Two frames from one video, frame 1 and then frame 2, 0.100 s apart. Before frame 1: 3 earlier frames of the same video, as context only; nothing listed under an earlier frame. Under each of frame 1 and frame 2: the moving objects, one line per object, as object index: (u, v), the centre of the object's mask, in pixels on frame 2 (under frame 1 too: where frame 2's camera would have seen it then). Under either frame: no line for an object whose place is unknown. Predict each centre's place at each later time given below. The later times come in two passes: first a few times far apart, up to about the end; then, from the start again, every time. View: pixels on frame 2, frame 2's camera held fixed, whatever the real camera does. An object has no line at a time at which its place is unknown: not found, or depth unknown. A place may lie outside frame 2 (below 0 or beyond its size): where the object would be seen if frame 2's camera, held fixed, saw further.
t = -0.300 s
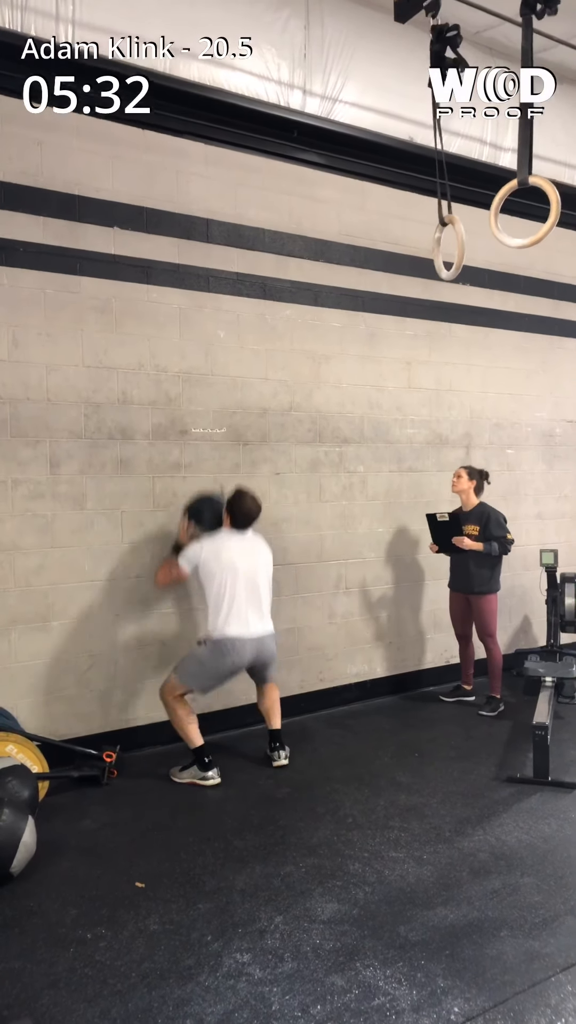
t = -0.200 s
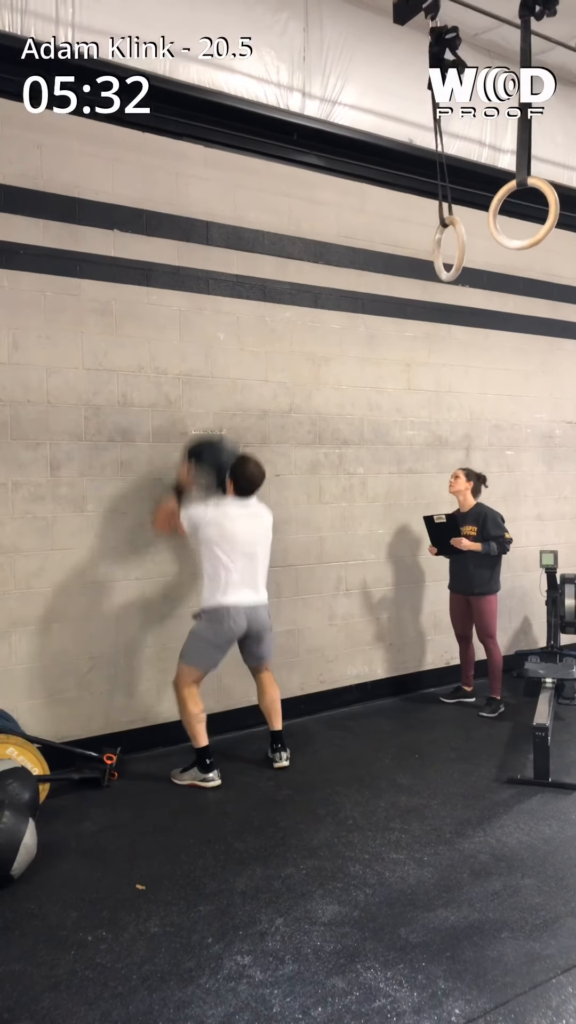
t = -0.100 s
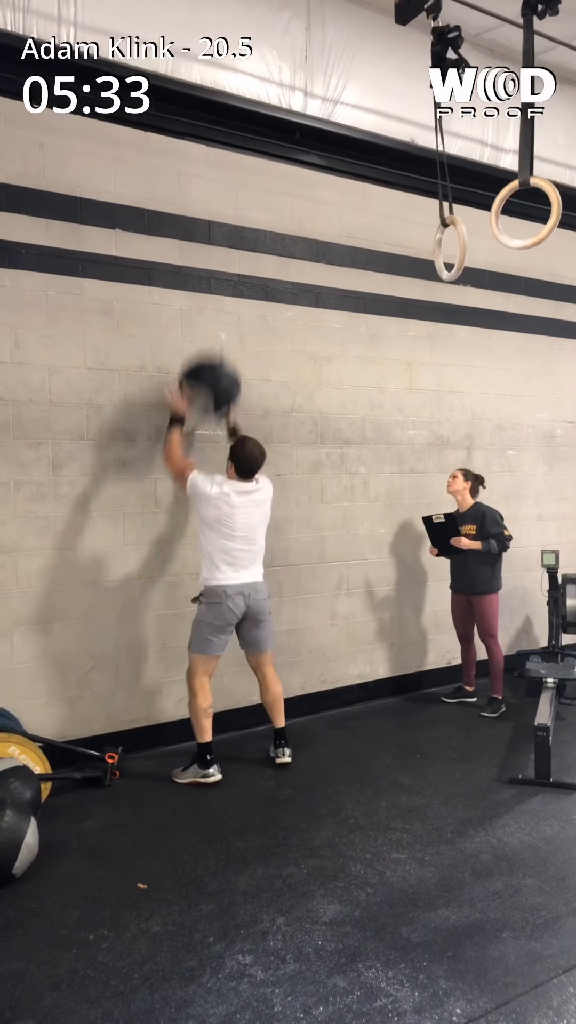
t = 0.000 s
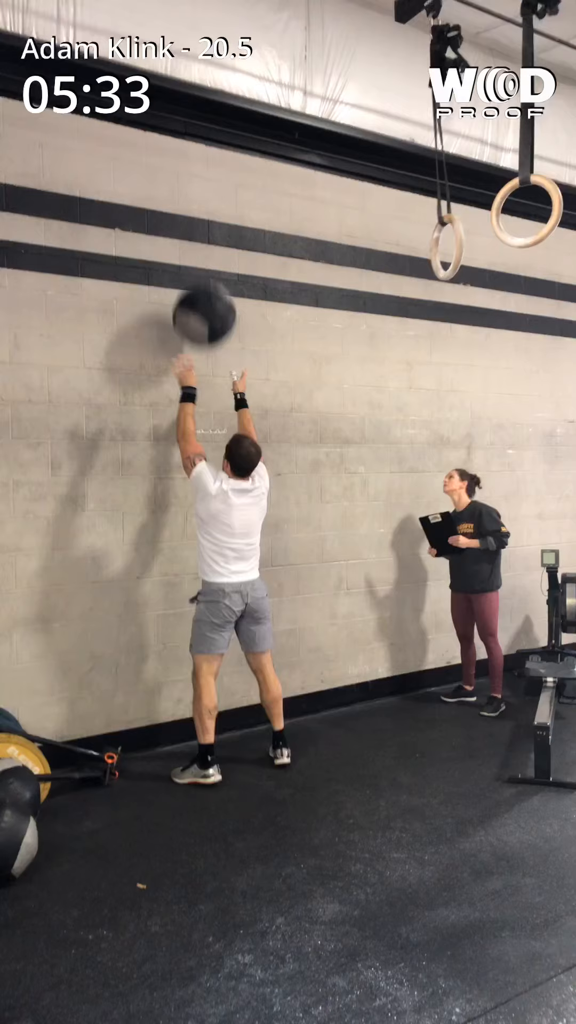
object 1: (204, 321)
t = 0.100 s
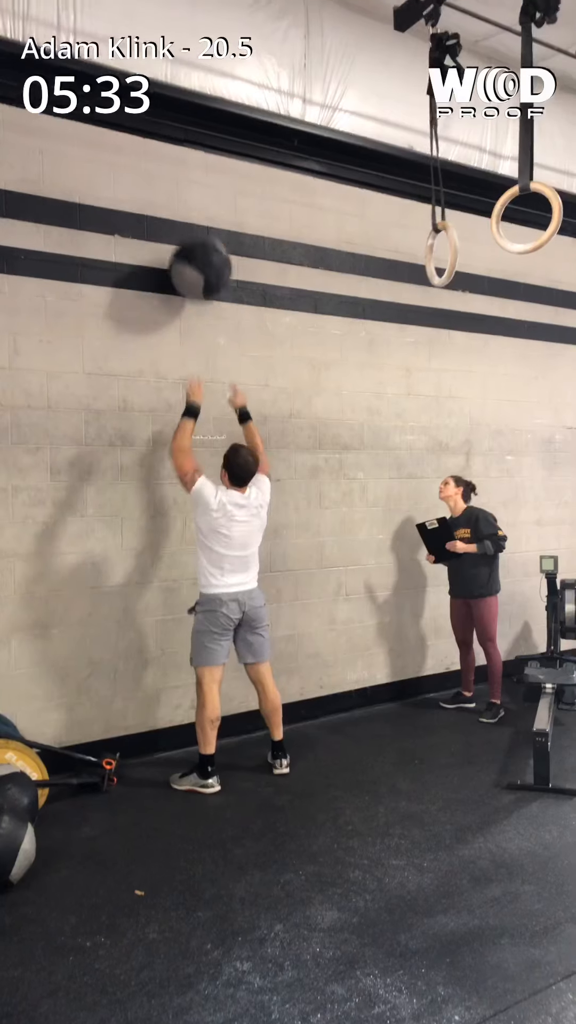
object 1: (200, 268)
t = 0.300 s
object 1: (194, 216)
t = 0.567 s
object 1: (199, 244)
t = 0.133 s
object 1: (199, 257)
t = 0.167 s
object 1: (197, 244)
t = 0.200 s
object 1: (197, 234)
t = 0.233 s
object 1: (196, 226)
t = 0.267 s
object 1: (195, 220)
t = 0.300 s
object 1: (194, 216)
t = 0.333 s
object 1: (194, 214)
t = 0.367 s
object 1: (194, 213)
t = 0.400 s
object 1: (194, 214)
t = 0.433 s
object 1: (195, 216)
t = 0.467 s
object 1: (196, 219)
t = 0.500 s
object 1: (197, 225)
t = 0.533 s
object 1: (198, 234)
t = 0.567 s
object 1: (199, 244)
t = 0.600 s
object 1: (199, 255)
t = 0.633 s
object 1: (201, 267)
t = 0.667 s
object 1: (201, 284)
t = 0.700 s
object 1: (203, 300)
